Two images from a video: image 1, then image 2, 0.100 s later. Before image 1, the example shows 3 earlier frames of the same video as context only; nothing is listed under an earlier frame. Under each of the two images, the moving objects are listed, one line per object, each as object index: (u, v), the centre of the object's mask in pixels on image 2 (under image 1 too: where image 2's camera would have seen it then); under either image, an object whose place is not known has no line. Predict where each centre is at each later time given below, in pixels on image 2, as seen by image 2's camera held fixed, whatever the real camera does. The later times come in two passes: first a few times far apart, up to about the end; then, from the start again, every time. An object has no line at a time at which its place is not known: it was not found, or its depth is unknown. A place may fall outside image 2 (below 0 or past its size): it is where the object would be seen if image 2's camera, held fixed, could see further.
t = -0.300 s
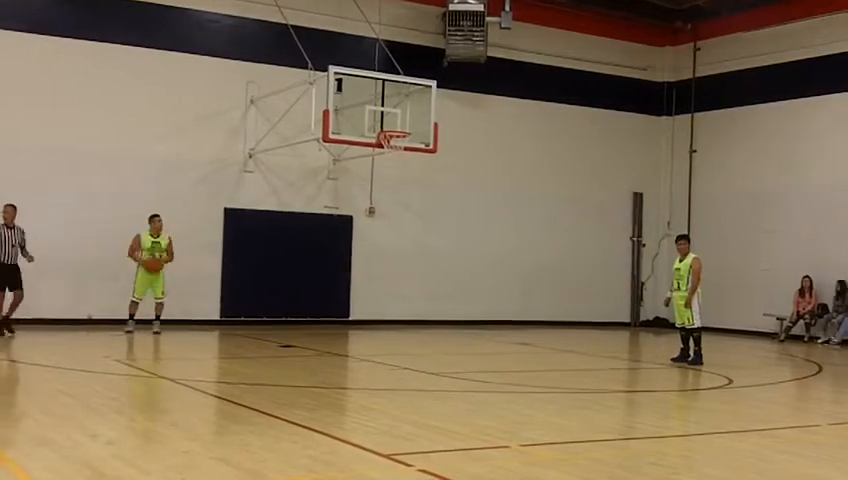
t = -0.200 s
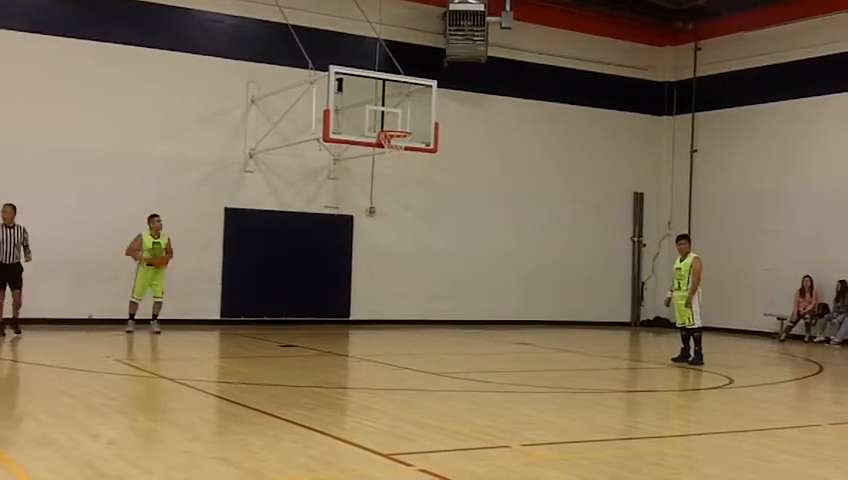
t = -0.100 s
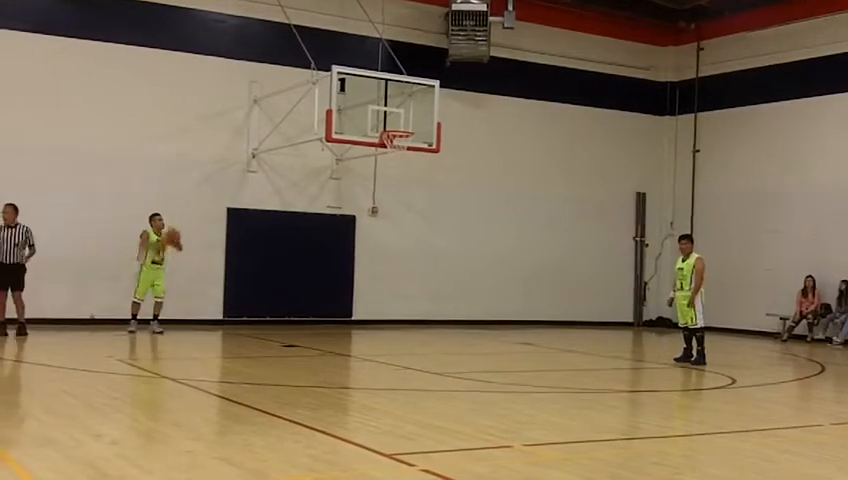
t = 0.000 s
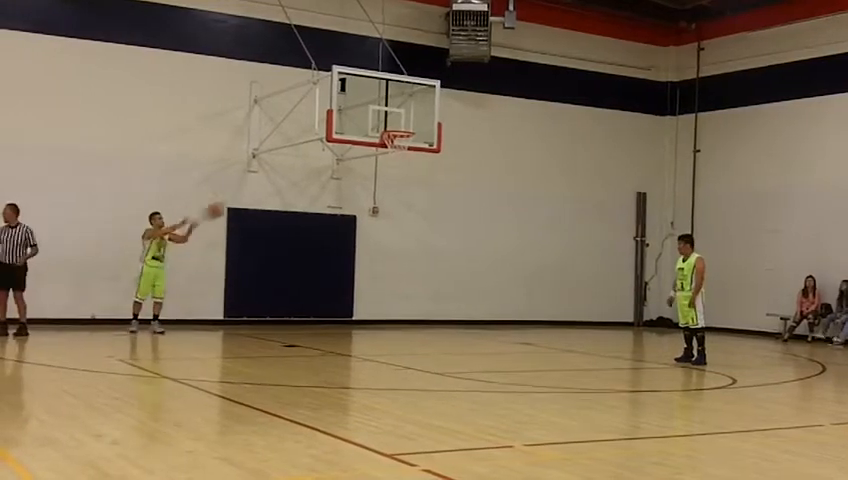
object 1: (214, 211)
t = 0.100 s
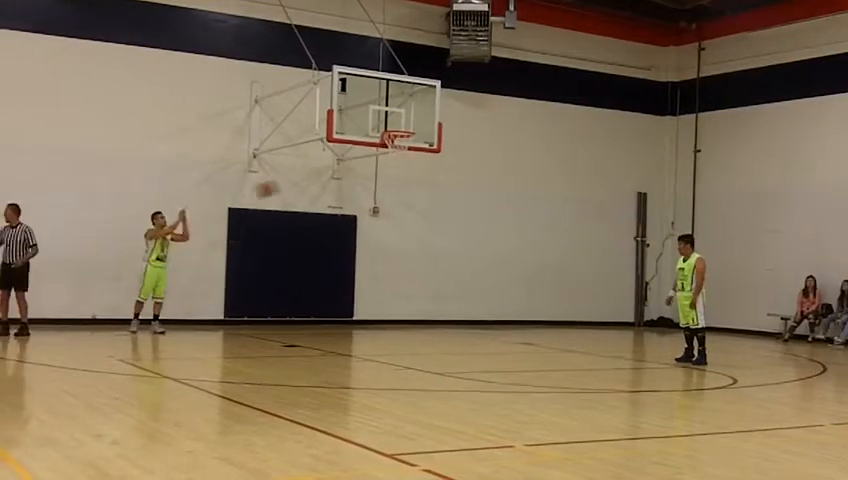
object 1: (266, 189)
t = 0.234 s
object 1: (335, 169)
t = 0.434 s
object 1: (437, 165)
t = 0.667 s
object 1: (561, 195)
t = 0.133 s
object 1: (282, 184)
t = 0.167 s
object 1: (300, 178)
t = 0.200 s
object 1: (317, 175)
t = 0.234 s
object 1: (335, 169)
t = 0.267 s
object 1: (350, 168)
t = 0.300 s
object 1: (370, 166)
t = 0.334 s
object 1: (386, 164)
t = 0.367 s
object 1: (402, 163)
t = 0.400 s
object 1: (421, 164)
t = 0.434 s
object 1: (437, 165)
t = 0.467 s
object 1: (455, 167)
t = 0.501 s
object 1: (472, 170)
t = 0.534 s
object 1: (490, 173)
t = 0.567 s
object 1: (508, 177)
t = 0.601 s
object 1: (526, 183)
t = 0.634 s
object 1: (545, 189)
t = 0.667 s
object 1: (561, 195)
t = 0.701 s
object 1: (579, 203)
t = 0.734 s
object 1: (600, 212)
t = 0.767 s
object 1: (617, 221)
